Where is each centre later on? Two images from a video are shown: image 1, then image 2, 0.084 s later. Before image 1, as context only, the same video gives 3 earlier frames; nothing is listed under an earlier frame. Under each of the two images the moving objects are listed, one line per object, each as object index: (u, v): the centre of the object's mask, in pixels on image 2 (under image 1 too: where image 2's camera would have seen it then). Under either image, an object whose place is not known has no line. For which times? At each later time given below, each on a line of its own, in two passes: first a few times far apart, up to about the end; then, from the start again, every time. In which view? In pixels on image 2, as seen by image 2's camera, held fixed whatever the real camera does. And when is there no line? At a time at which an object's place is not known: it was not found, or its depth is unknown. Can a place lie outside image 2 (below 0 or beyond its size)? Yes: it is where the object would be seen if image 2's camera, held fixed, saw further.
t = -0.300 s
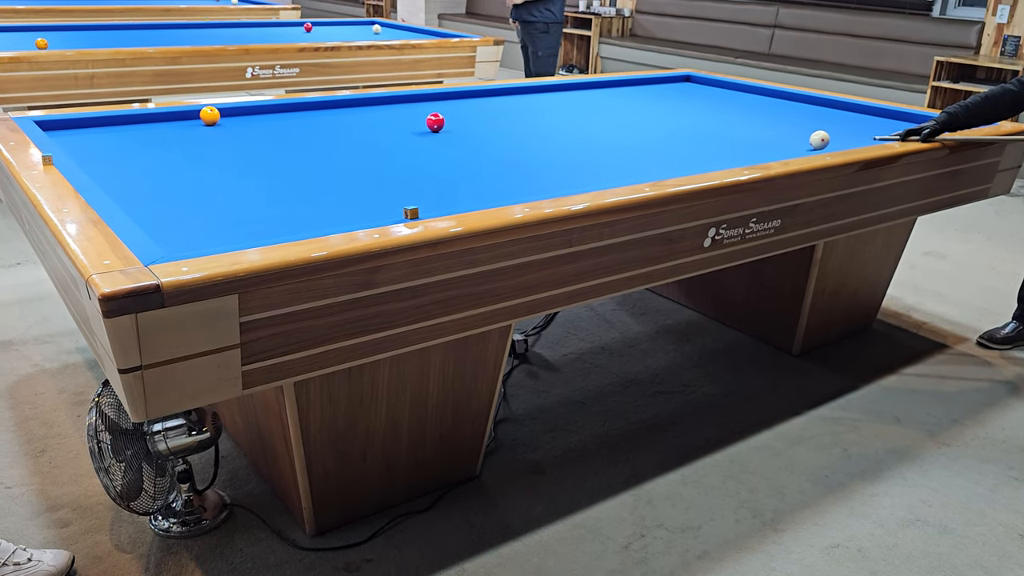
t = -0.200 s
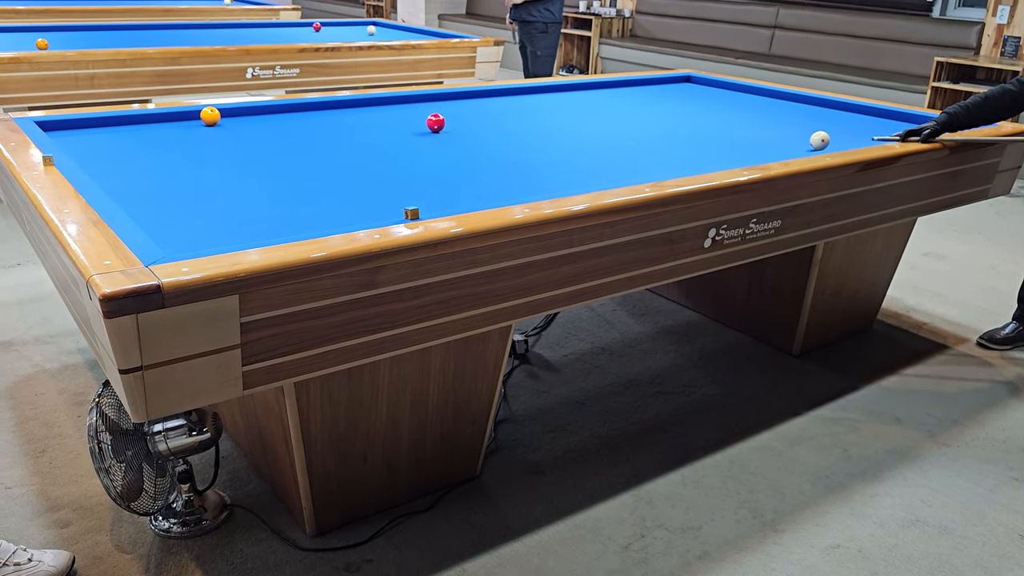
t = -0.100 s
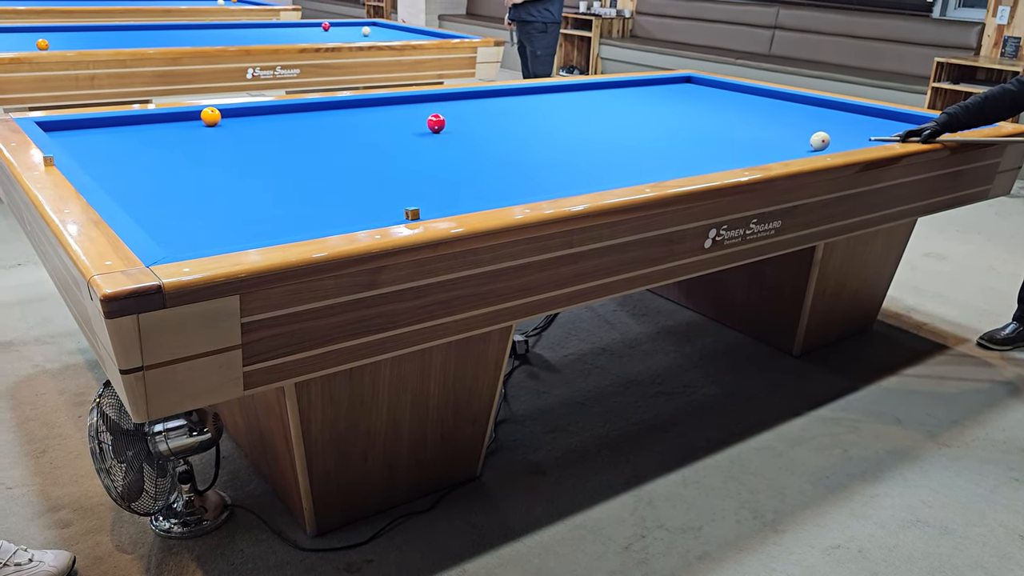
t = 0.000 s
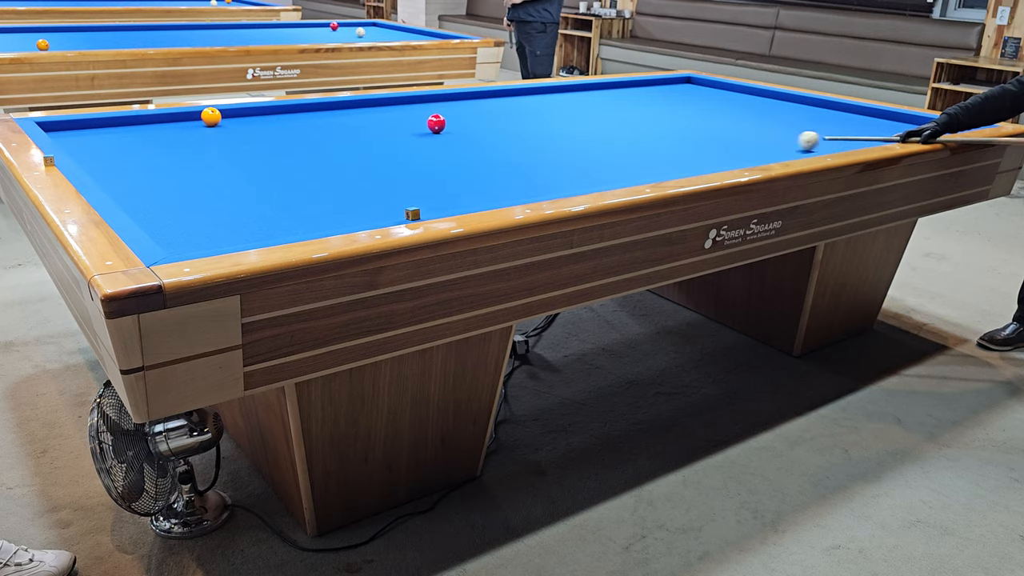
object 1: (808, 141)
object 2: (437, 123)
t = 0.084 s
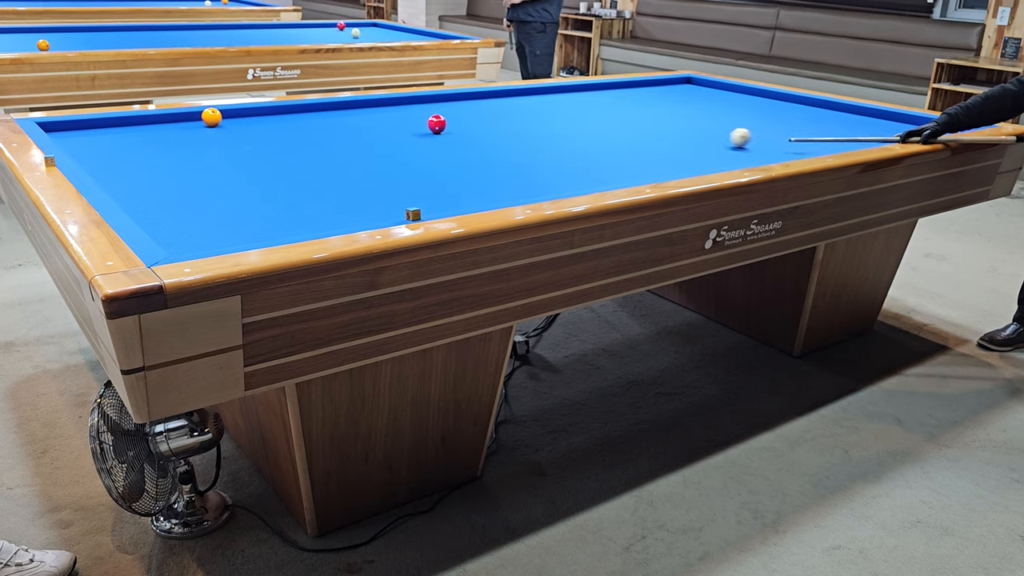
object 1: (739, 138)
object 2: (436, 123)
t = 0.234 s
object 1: (625, 131)
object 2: (436, 123)
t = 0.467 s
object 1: (457, 122)
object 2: (436, 123)
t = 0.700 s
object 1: (383, 107)
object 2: (343, 132)
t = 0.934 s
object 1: (360, 112)
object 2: (256, 141)
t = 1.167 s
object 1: (360, 125)
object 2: (162, 149)
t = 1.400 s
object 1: (358, 140)
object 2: (98, 155)
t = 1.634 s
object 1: (355, 157)
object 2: (164, 148)
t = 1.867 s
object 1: (352, 177)
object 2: (216, 143)
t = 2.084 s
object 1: (348, 201)
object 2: (262, 138)
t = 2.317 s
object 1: (337, 222)
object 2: (307, 134)
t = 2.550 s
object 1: (293, 216)
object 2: (348, 129)
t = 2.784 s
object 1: (254, 206)
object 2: (386, 125)
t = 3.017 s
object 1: (218, 197)
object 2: (421, 122)
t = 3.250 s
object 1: (185, 190)
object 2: (454, 118)
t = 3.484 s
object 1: (154, 183)
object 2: (484, 115)
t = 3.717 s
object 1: (125, 176)
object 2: (512, 112)
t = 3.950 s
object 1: (98, 170)
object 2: (539, 109)
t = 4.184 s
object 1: (93, 163)
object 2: (563, 107)
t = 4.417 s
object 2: (586, 104)
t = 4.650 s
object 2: (608, 102)
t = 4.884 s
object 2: (628, 100)
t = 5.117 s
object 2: (648, 98)
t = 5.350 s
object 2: (666, 96)
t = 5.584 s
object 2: (683, 94)
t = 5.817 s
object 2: (699, 93)
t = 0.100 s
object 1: (726, 137)
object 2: (436, 123)
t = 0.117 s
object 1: (713, 136)
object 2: (436, 123)
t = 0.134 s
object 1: (700, 135)
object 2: (436, 124)
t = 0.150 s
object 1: (687, 135)
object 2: (436, 123)
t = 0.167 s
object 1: (675, 134)
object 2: (436, 123)
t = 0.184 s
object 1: (663, 133)
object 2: (436, 123)
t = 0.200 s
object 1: (650, 133)
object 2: (436, 123)
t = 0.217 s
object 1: (637, 132)
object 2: (437, 123)
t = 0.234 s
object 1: (625, 131)
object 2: (436, 123)
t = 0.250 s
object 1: (613, 131)
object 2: (437, 123)
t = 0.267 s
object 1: (601, 130)
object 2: (437, 123)
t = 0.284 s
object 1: (589, 129)
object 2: (437, 123)
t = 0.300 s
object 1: (576, 129)
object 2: (437, 124)
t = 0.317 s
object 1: (564, 128)
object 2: (437, 124)
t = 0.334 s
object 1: (552, 127)
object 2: (437, 124)
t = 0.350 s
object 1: (540, 127)
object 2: (437, 124)
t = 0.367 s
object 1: (528, 126)
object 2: (437, 124)
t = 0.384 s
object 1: (516, 125)
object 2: (437, 124)
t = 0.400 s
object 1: (504, 125)
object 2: (436, 124)
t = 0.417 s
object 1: (492, 124)
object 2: (436, 124)
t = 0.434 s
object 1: (480, 123)
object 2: (436, 123)
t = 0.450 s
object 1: (468, 123)
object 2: (436, 124)
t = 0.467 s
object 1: (457, 122)
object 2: (436, 123)
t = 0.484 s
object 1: (449, 121)
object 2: (432, 124)
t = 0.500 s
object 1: (444, 120)
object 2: (425, 124)
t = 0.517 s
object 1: (440, 119)
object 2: (418, 125)
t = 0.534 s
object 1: (434, 118)
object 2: (411, 126)
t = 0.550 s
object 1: (430, 117)
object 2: (404, 126)
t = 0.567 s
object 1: (425, 115)
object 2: (397, 127)
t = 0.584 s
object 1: (420, 114)
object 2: (390, 128)
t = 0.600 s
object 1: (414, 113)
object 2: (383, 128)
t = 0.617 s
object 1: (409, 112)
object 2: (376, 129)
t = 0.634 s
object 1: (404, 111)
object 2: (370, 130)
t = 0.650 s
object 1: (399, 110)
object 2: (363, 130)
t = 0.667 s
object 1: (393, 109)
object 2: (356, 131)
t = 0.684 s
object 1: (388, 108)
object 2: (350, 132)
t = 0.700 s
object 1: (383, 107)
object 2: (343, 132)
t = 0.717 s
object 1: (378, 106)
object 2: (337, 133)
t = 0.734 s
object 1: (372, 105)
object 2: (330, 134)
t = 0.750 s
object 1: (366, 104)
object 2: (324, 134)
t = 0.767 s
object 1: (361, 103)
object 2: (318, 135)
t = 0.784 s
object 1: (356, 102)
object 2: (312, 135)
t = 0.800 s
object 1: (356, 103)
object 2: (306, 136)
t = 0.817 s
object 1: (356, 104)
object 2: (300, 137)
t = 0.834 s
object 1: (357, 105)
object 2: (294, 137)
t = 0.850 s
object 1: (358, 106)
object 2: (288, 138)
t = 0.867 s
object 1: (359, 107)
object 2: (282, 138)
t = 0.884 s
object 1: (359, 109)
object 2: (275, 139)
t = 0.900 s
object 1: (359, 110)
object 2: (269, 139)
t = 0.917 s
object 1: (360, 110)
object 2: (263, 140)
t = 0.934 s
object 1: (360, 112)
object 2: (256, 141)
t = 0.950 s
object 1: (360, 113)
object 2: (250, 141)
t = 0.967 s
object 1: (361, 114)
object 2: (243, 142)
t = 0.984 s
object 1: (361, 114)
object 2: (237, 142)
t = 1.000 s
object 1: (361, 116)
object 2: (230, 143)
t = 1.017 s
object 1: (361, 117)
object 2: (224, 144)
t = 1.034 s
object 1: (361, 118)
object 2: (217, 144)
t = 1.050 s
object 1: (361, 119)
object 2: (210, 145)
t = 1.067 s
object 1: (361, 119)
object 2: (203, 146)
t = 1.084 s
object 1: (361, 120)
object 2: (197, 146)
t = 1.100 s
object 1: (361, 121)
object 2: (190, 147)
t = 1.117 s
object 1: (361, 122)
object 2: (183, 148)
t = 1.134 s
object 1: (360, 123)
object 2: (176, 148)
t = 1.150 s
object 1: (360, 124)
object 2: (169, 149)
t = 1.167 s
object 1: (360, 125)
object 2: (162, 149)
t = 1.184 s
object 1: (360, 126)
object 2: (155, 150)
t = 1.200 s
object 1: (360, 127)
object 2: (147, 151)
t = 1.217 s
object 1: (360, 128)
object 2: (140, 151)
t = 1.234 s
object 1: (360, 129)
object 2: (133, 152)
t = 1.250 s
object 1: (360, 130)
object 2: (125, 153)
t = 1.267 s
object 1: (359, 131)
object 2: (118, 153)
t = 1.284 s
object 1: (359, 132)
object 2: (110, 154)
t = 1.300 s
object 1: (359, 133)
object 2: (103, 155)
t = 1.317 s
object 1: (359, 134)
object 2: (95, 156)
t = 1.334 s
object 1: (359, 135)
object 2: (87, 156)
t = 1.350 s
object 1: (358, 136)
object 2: (81, 156)
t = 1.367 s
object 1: (358, 137)
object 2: (86, 156)
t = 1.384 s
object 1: (358, 139)
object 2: (92, 156)
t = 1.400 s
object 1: (358, 140)
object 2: (98, 155)
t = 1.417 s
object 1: (358, 141)
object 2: (104, 155)
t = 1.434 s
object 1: (358, 142)
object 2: (110, 154)
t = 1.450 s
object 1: (358, 143)
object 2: (115, 153)
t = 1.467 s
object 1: (357, 144)
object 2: (120, 153)
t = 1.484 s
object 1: (357, 145)
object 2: (126, 152)
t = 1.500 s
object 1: (357, 147)
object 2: (130, 152)
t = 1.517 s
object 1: (357, 148)
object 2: (135, 152)
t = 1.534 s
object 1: (357, 149)
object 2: (139, 151)
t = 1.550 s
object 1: (356, 151)
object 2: (143, 151)
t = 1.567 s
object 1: (356, 152)
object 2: (147, 150)
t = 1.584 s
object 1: (356, 153)
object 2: (152, 150)
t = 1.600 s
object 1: (356, 154)
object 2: (156, 149)
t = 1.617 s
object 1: (355, 156)
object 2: (159, 149)
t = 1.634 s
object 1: (355, 157)
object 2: (164, 148)
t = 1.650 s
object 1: (355, 158)
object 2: (167, 148)
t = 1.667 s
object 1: (355, 160)
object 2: (171, 148)
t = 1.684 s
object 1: (355, 161)
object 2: (175, 147)
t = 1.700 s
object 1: (354, 162)
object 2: (179, 147)
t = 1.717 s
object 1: (354, 164)
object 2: (183, 146)
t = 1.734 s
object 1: (354, 165)
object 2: (187, 146)
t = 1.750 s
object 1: (353, 167)
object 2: (191, 146)
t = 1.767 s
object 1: (353, 168)
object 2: (194, 145)
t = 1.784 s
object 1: (353, 170)
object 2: (198, 145)
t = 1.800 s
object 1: (352, 171)
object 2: (202, 144)
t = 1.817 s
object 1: (353, 173)
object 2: (206, 144)
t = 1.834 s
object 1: (352, 175)
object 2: (209, 144)
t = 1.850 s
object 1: (352, 176)
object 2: (213, 143)
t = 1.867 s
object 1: (352, 177)
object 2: (216, 143)
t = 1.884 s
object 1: (351, 179)
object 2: (220, 142)
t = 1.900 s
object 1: (351, 181)
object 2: (224, 142)
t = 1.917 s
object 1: (351, 183)
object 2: (227, 142)
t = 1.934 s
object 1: (351, 184)
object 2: (231, 141)
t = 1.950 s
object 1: (350, 186)
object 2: (235, 141)
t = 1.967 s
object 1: (350, 188)
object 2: (238, 141)
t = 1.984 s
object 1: (349, 190)
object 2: (241, 140)
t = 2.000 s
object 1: (349, 191)
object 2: (245, 140)
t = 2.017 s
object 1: (349, 193)
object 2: (248, 139)
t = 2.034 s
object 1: (349, 195)
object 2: (252, 139)
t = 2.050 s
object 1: (348, 197)
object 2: (255, 139)
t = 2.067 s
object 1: (348, 199)
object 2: (259, 138)
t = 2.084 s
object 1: (348, 201)
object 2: (262, 138)
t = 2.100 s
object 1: (347, 203)
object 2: (265, 138)
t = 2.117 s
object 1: (347, 205)
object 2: (269, 138)
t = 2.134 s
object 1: (346, 207)
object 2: (272, 137)
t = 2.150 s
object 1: (346, 209)
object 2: (275, 137)
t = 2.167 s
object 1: (346, 211)
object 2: (278, 137)
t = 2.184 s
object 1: (345, 213)
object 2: (282, 136)
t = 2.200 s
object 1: (345, 214)
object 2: (285, 136)
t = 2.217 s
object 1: (345, 216)
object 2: (288, 136)
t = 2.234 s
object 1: (344, 217)
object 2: (291, 135)
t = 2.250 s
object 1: (343, 218)
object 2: (294, 135)
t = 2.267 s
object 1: (343, 220)
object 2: (298, 135)
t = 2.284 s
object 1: (342, 221)
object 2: (301, 134)
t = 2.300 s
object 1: (341, 222)
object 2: (304, 134)
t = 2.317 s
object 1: (337, 222)
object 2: (307, 134)
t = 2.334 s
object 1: (334, 221)
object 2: (310, 133)
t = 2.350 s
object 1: (330, 221)
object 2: (313, 133)
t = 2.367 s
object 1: (327, 221)
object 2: (316, 133)
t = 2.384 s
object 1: (324, 220)
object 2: (319, 132)
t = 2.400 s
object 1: (321, 220)
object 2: (322, 132)
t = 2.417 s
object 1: (317, 220)
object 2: (325, 131)
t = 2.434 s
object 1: (314, 219)
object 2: (328, 131)
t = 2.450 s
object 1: (311, 219)
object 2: (331, 131)
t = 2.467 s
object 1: (309, 218)
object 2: (334, 131)
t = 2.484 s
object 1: (305, 218)
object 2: (337, 130)
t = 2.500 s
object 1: (302, 217)
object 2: (339, 130)
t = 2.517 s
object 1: (299, 216)
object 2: (342, 130)
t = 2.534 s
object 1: (296, 216)
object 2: (345, 129)
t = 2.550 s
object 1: (293, 216)
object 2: (348, 129)
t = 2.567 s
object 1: (291, 215)
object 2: (351, 129)
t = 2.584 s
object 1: (288, 214)
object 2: (353, 129)
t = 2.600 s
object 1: (285, 213)
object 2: (356, 128)
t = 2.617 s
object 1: (282, 213)
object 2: (359, 128)
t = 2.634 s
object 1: (279, 212)
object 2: (362, 128)
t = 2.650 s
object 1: (276, 212)
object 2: (365, 127)
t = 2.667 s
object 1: (273, 211)
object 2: (367, 127)
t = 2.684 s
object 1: (271, 210)
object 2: (370, 127)
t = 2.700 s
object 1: (268, 209)
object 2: (373, 127)
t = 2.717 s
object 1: (265, 208)
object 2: (375, 126)
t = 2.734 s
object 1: (262, 208)
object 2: (378, 126)
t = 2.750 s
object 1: (260, 207)
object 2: (381, 126)
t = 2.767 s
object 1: (257, 207)
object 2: (383, 125)
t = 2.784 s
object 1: (254, 206)
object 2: (386, 125)
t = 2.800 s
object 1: (252, 205)
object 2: (389, 125)
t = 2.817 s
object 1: (249, 205)
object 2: (391, 124)
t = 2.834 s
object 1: (247, 204)
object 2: (394, 124)
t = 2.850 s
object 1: (244, 204)
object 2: (397, 124)
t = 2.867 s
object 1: (241, 203)
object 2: (399, 124)
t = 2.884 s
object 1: (239, 202)
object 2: (401, 123)
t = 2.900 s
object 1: (236, 202)
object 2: (404, 123)
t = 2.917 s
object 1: (234, 201)
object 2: (406, 123)
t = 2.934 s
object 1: (231, 201)
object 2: (409, 123)
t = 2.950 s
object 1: (228, 200)
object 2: (411, 123)
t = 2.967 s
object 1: (226, 199)
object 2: (414, 122)
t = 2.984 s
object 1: (223, 199)
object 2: (416, 122)
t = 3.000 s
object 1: (221, 198)
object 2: (419, 122)
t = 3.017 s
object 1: (218, 197)
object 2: (421, 122)
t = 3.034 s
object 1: (216, 197)
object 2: (424, 121)
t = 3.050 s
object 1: (214, 196)
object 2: (426, 121)
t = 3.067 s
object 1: (211, 196)
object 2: (428, 121)
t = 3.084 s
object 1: (209, 195)
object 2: (431, 121)
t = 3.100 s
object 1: (206, 195)
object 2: (433, 120)
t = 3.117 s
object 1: (204, 194)
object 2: (436, 120)
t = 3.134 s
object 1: (201, 194)
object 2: (438, 120)
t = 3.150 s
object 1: (199, 193)
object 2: (440, 119)
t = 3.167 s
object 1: (197, 193)
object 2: (443, 119)
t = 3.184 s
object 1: (194, 192)
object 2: (445, 119)
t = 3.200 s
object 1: (192, 192)
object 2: (447, 119)
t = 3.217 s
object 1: (190, 191)
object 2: (449, 118)
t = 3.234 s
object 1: (187, 190)
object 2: (452, 118)
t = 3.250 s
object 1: (185, 190)
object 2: (454, 118)
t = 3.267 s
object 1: (183, 189)
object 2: (456, 118)
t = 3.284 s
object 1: (181, 189)
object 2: (459, 118)
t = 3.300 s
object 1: (178, 188)
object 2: (461, 117)
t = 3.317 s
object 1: (176, 188)
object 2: (463, 117)
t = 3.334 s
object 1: (174, 187)
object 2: (465, 117)
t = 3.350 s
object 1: (171, 187)
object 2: (467, 117)
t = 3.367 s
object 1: (169, 186)
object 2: (469, 116)
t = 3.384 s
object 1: (167, 186)
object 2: (472, 116)
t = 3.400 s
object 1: (165, 185)
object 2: (474, 116)
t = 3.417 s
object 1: (163, 185)
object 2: (476, 116)
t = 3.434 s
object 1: (160, 184)
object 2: (478, 115)
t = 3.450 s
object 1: (158, 184)
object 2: (480, 115)
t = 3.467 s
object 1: (156, 183)
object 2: (482, 115)
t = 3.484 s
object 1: (154, 183)
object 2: (484, 115)
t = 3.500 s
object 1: (151, 183)
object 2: (486, 115)
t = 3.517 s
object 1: (149, 181)
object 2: (489, 115)
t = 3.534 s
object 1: (147, 181)
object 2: (491, 114)
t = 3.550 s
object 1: (145, 181)
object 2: (492, 114)
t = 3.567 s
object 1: (143, 180)
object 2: (495, 114)
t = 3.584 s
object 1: (141, 179)
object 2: (497, 114)
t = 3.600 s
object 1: (139, 179)
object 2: (499, 114)
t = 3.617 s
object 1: (137, 179)
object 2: (501, 113)
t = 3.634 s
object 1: (135, 179)
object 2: (503, 113)
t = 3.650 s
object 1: (133, 178)
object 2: (505, 113)
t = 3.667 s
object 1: (131, 178)
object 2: (507, 113)
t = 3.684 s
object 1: (129, 177)
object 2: (509, 113)
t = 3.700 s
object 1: (127, 176)
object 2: (510, 112)
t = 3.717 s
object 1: (125, 176)
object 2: (512, 112)
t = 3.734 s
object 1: (123, 176)
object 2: (514, 112)
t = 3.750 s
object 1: (121, 175)
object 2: (516, 112)
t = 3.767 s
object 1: (119, 175)
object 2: (518, 112)
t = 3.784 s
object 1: (117, 174)
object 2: (520, 111)
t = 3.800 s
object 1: (115, 174)
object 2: (522, 111)
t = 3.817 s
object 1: (113, 173)
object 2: (524, 111)
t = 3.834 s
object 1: (111, 173)
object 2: (526, 111)
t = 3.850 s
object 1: (109, 172)
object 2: (528, 110)
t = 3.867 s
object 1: (107, 172)
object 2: (530, 110)
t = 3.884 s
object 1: (105, 172)
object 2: (531, 110)
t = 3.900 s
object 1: (104, 171)
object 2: (533, 110)
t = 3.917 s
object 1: (102, 171)
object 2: (535, 110)
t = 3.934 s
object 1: (100, 170)
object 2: (537, 109)
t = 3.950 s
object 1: (98, 170)
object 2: (539, 109)
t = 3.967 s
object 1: (96, 169)
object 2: (541, 109)
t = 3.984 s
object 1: (95, 168)
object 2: (542, 109)
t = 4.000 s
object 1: (93, 167)
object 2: (544, 109)
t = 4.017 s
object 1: (93, 167)
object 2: (546, 109)
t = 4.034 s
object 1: (93, 166)
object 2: (548, 108)
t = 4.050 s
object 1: (93, 166)
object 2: (549, 108)
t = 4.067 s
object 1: (93, 166)
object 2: (551, 108)
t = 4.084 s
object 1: (93, 165)
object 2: (553, 108)
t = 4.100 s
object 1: (93, 165)
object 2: (554, 108)
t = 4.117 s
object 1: (93, 165)
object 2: (556, 107)
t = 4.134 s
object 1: (93, 164)
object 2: (558, 107)
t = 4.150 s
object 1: (93, 164)
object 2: (560, 107)
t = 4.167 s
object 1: (93, 163)
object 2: (562, 107)
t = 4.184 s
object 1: (93, 163)
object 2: (563, 107)
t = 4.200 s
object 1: (93, 163)
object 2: (565, 106)
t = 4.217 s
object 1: (94, 162)
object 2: (567, 106)
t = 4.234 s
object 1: (94, 162)
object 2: (568, 106)
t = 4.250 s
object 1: (94, 161)
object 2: (570, 106)
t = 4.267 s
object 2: (571, 106)
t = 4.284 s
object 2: (573, 106)
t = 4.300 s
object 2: (575, 105)
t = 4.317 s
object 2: (576, 105)
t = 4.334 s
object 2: (578, 105)
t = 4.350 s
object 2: (580, 105)
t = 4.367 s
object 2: (581, 105)
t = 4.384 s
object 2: (583, 105)
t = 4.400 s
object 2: (585, 105)
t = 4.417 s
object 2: (586, 104)
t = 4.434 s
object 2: (588, 104)
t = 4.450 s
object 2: (589, 104)
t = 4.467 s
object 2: (591, 104)
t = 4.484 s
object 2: (592, 104)
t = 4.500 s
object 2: (594, 103)
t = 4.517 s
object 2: (596, 103)
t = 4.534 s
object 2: (597, 103)
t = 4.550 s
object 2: (599, 103)
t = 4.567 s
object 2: (600, 103)
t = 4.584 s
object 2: (602, 102)
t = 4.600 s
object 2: (603, 102)
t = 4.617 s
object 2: (605, 102)
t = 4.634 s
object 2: (606, 102)
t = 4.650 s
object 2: (608, 102)
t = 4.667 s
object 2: (610, 102)
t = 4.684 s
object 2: (611, 102)
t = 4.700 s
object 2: (612, 101)
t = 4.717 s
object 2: (614, 101)
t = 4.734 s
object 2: (615, 101)
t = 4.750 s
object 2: (617, 101)
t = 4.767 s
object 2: (618, 101)
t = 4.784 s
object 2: (620, 101)
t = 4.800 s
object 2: (621, 101)
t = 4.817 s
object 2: (623, 100)
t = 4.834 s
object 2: (624, 100)
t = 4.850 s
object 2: (626, 100)
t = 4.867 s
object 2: (627, 100)
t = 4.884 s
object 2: (628, 100)
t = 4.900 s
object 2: (630, 100)
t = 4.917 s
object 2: (631, 100)
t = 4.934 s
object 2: (633, 99)
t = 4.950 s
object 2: (634, 99)
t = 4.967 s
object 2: (635, 99)
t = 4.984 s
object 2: (637, 99)
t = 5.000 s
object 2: (638, 99)
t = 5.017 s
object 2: (639, 99)
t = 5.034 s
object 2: (641, 99)
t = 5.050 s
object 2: (642, 99)
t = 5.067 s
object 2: (643, 99)
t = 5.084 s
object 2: (645, 98)
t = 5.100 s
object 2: (646, 98)
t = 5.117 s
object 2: (648, 98)
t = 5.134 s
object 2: (649, 98)
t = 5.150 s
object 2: (650, 98)
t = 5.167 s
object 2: (652, 98)
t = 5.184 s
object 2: (653, 97)
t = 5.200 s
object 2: (654, 97)
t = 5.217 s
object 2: (655, 97)
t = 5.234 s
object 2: (657, 97)
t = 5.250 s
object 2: (658, 97)
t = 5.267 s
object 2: (659, 97)
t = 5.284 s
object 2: (661, 97)
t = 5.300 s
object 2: (662, 97)
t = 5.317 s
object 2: (663, 97)
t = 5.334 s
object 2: (664, 97)
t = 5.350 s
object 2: (666, 96)
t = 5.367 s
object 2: (667, 96)
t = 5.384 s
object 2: (668, 96)
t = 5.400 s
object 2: (669, 96)
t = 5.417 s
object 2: (671, 96)
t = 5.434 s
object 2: (672, 96)
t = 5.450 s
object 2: (673, 95)
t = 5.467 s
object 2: (674, 95)
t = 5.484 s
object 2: (676, 95)
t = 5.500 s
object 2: (677, 95)
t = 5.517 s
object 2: (678, 95)
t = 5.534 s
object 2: (679, 95)
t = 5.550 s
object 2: (680, 95)
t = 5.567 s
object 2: (682, 95)
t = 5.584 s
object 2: (683, 94)
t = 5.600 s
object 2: (684, 94)
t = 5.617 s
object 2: (685, 94)
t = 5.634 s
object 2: (686, 94)
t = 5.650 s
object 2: (688, 94)
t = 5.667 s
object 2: (689, 94)
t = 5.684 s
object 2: (690, 94)
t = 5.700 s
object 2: (691, 94)
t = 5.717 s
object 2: (692, 94)
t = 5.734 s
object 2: (694, 93)
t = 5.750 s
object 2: (695, 93)
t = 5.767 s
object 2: (696, 93)
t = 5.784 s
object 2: (697, 93)
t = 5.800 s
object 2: (698, 93)
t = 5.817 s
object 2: (699, 93)
